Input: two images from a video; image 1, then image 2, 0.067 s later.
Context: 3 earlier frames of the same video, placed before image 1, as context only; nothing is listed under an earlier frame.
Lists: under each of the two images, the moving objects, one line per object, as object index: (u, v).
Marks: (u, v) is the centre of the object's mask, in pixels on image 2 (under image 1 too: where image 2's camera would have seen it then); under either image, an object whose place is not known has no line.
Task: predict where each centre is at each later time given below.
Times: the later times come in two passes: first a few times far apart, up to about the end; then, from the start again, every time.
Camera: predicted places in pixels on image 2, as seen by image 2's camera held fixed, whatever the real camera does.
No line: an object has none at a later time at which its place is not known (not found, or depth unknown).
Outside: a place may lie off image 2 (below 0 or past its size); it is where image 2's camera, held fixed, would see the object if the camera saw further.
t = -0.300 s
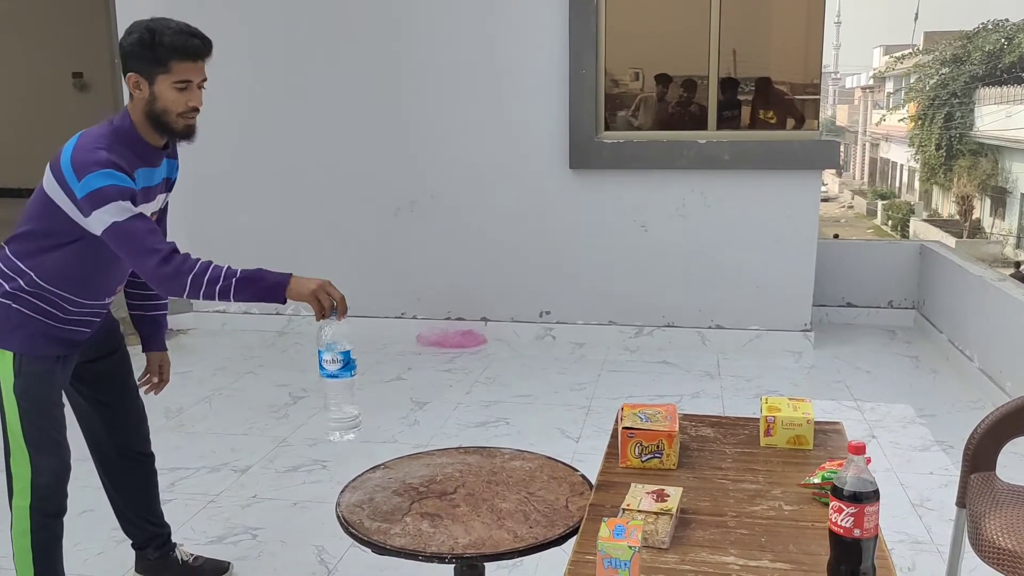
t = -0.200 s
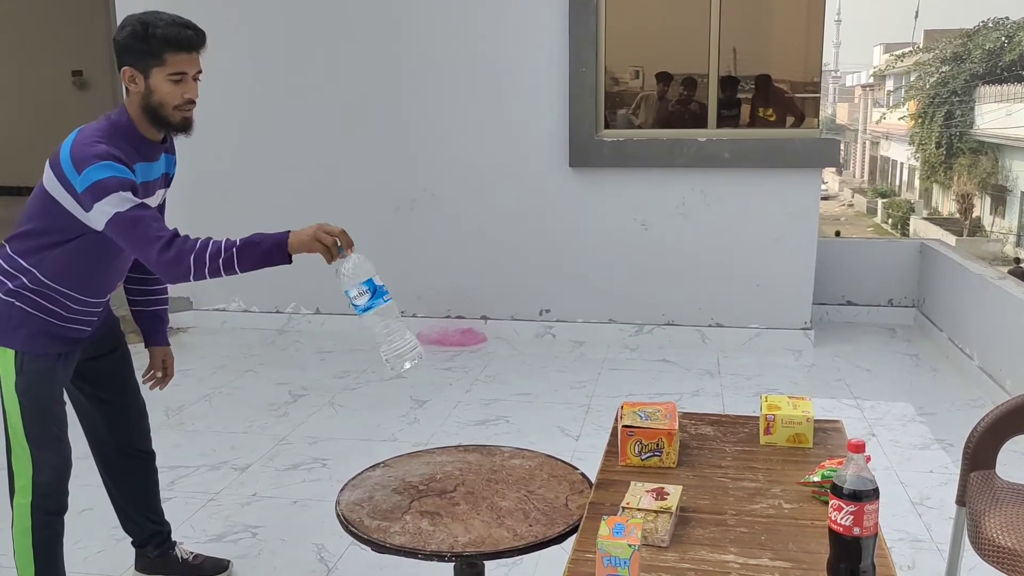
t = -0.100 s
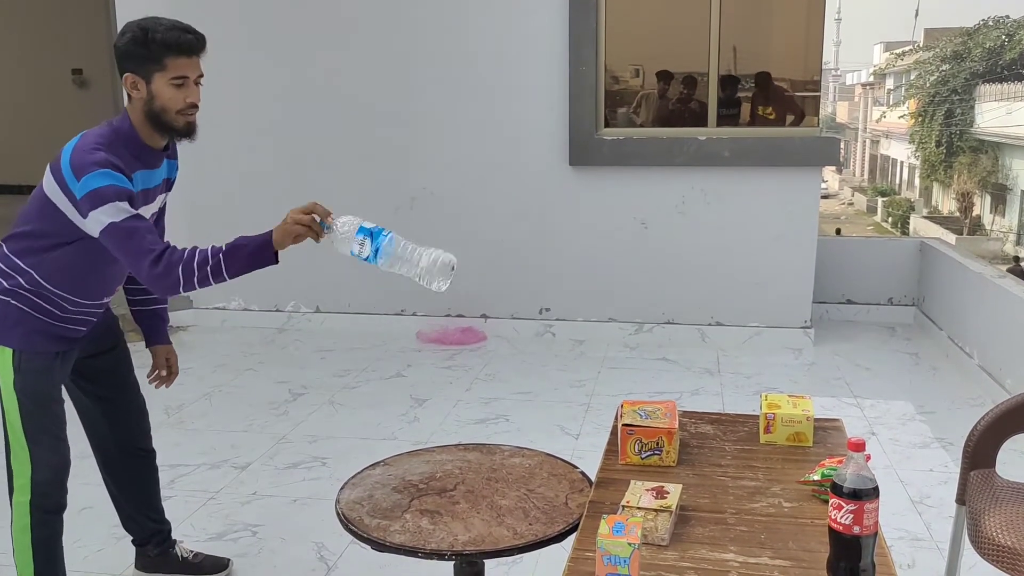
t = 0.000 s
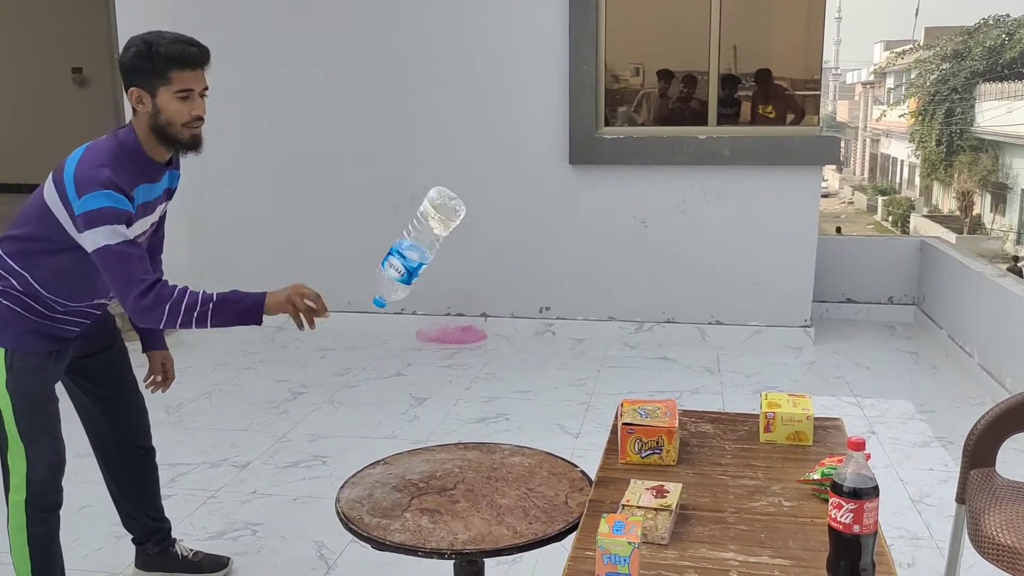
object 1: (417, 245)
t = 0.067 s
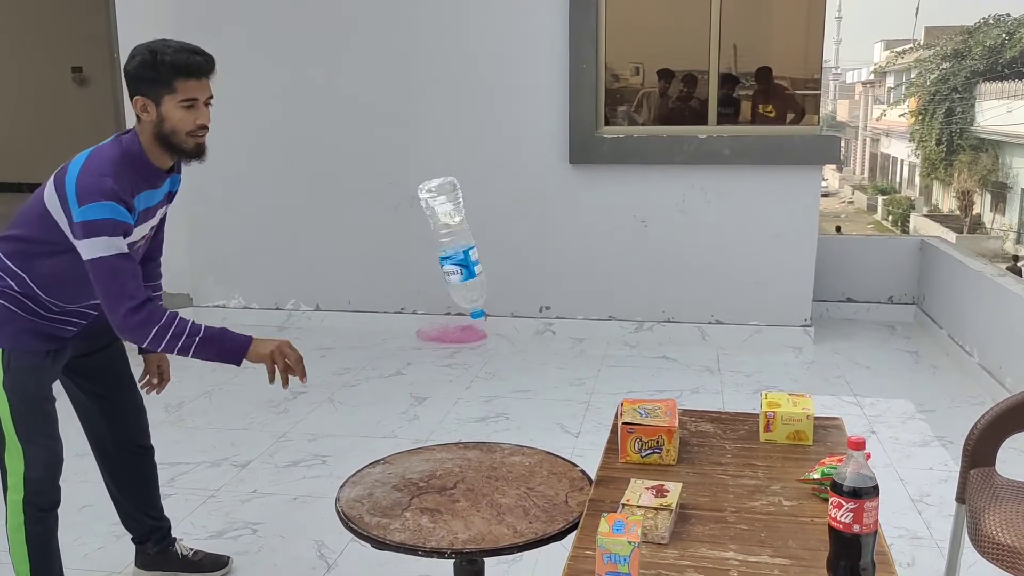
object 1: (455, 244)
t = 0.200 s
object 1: (492, 234)
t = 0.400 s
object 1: (453, 422)
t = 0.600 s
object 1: (437, 480)
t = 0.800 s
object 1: (435, 484)
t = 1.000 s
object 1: (432, 487)
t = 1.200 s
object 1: (428, 491)
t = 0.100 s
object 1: (471, 240)
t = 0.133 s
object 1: (484, 235)
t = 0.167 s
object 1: (491, 232)
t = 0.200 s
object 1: (492, 234)
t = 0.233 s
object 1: (488, 243)
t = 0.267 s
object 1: (480, 261)
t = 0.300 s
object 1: (471, 289)
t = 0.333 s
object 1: (463, 325)
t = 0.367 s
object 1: (455, 369)
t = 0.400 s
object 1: (453, 422)
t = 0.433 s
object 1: (444, 453)
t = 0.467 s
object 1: (438, 471)
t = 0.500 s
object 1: (438, 475)
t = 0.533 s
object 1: (437, 478)
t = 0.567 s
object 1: (437, 479)
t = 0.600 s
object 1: (437, 480)
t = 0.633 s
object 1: (437, 480)
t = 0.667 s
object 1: (437, 480)
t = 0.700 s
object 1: (437, 480)
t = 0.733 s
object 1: (436, 481)
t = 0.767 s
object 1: (435, 482)
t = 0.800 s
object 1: (435, 484)
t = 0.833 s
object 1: (434, 485)
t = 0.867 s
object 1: (433, 485)
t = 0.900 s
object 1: (433, 486)
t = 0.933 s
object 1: (433, 486)
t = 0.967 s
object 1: (433, 486)
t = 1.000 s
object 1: (432, 487)
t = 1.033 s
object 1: (431, 488)
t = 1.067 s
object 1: (430, 489)
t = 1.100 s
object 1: (430, 490)
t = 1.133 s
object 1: (429, 490)
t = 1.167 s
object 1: (429, 490)
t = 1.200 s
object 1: (428, 491)
